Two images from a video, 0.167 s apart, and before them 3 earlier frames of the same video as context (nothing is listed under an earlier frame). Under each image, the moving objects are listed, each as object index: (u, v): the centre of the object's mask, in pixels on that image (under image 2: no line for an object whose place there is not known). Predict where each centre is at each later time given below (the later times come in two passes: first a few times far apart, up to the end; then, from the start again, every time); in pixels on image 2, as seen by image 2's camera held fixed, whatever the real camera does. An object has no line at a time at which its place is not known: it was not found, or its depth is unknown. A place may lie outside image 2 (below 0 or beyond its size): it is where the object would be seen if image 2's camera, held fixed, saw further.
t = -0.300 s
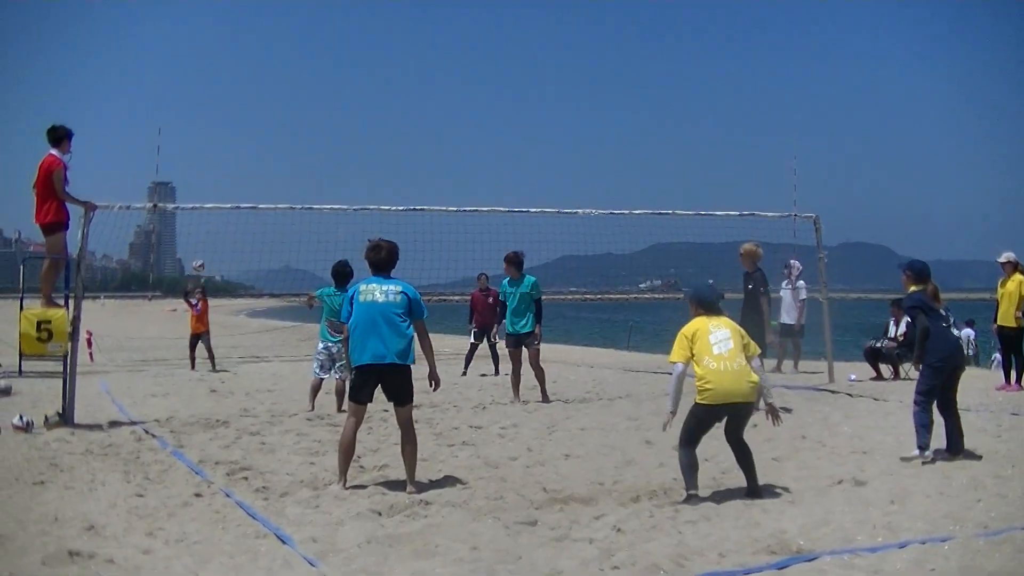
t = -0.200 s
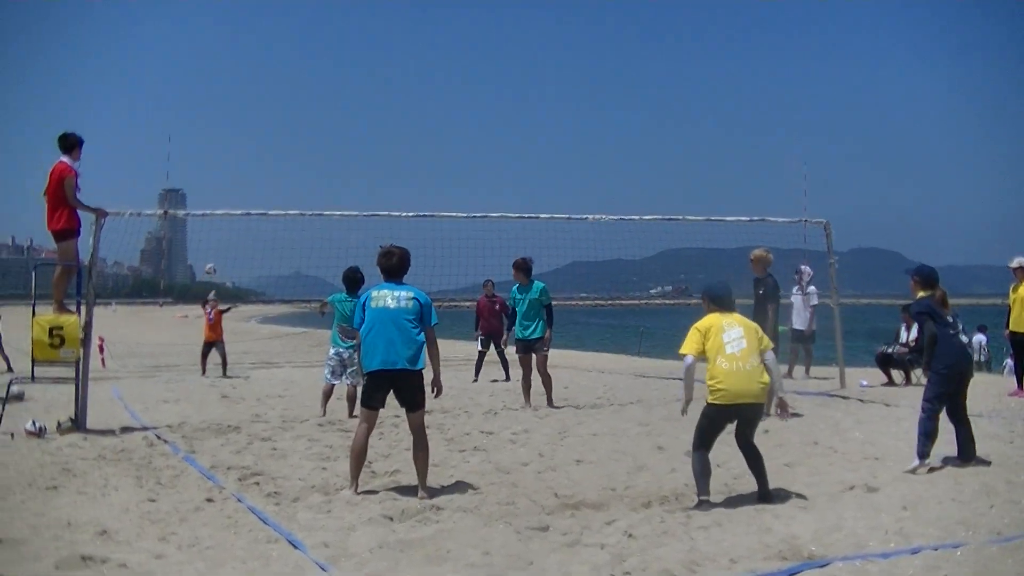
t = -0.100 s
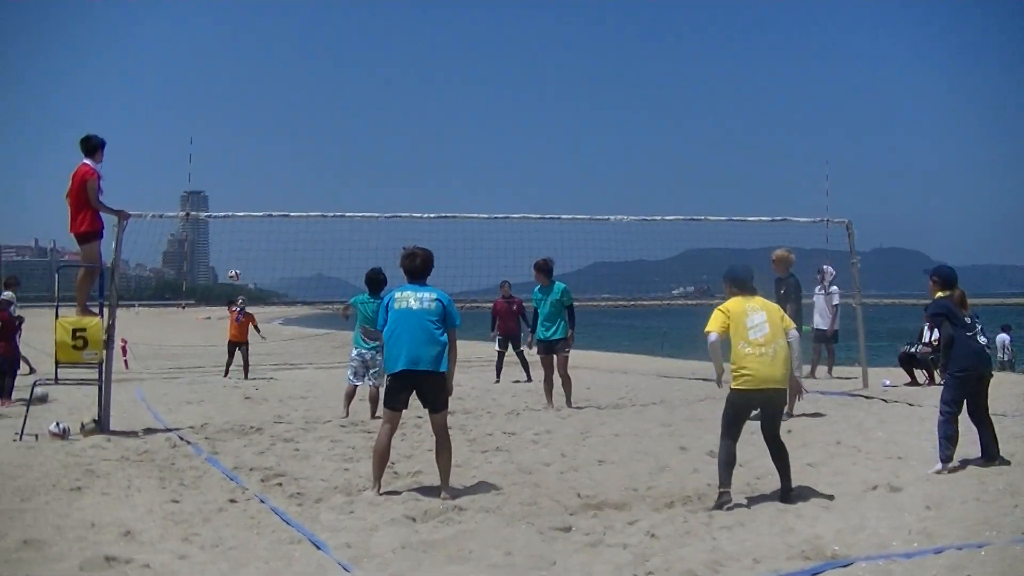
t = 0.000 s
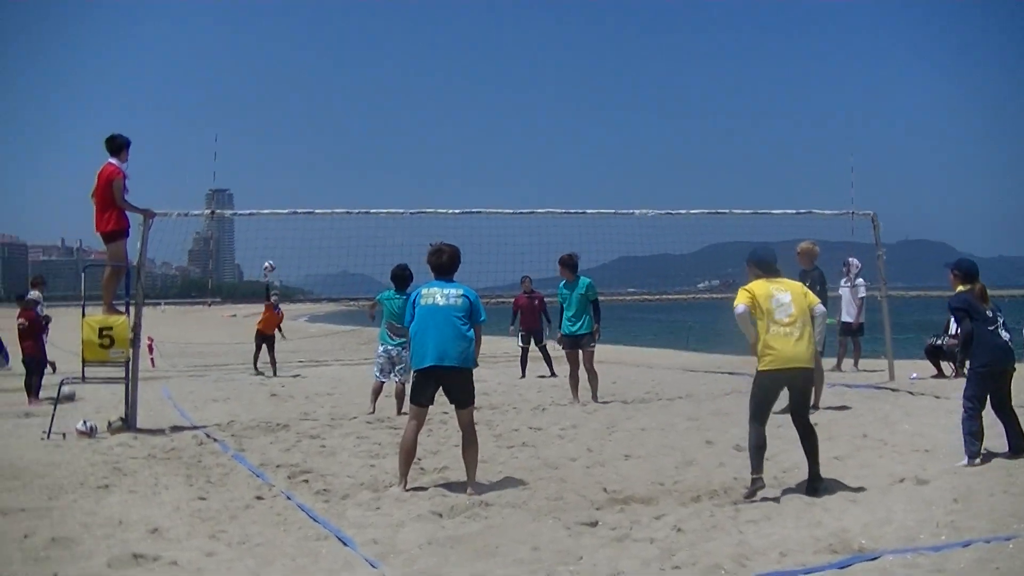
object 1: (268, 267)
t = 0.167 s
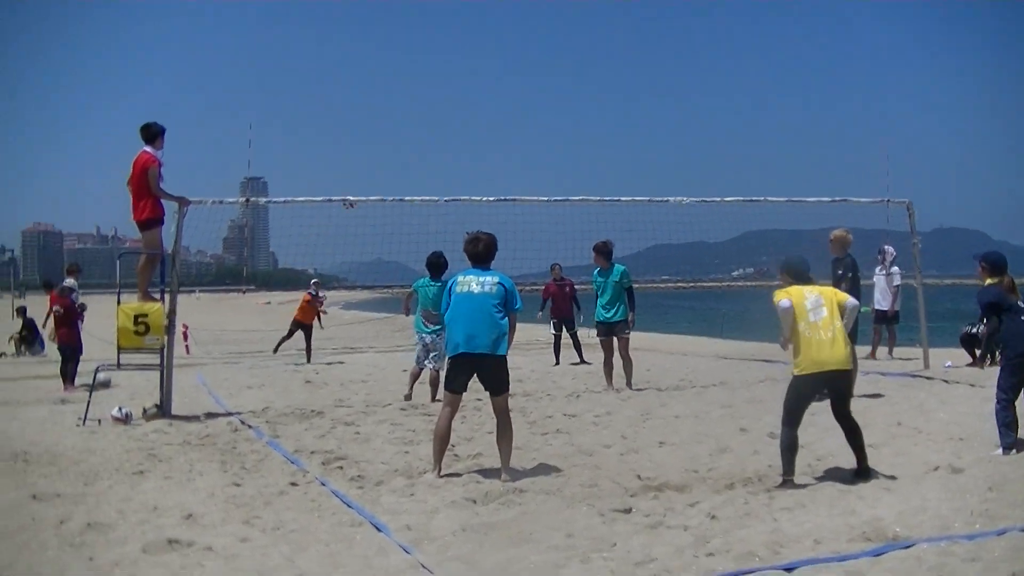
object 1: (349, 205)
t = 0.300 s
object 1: (392, 167)
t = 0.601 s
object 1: (510, 122)
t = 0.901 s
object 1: (700, 156)
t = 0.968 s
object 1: (758, 182)
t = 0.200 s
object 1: (360, 192)
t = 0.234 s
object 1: (370, 184)
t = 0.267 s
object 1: (381, 175)
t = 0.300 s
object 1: (392, 167)
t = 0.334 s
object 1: (403, 160)
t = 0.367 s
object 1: (414, 153)
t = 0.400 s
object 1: (426, 147)
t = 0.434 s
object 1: (439, 140)
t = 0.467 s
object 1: (452, 135)
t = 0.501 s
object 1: (466, 131)
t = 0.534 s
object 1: (480, 128)
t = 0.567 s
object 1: (495, 125)
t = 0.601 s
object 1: (510, 122)
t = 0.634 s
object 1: (526, 121)
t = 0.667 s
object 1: (544, 121)
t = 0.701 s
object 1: (562, 123)
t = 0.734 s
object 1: (582, 124)
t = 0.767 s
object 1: (603, 128)
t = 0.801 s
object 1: (625, 132)
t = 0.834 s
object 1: (649, 137)
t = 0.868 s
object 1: (673, 145)
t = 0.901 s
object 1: (700, 156)
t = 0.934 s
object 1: (728, 167)
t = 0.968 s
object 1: (758, 182)
